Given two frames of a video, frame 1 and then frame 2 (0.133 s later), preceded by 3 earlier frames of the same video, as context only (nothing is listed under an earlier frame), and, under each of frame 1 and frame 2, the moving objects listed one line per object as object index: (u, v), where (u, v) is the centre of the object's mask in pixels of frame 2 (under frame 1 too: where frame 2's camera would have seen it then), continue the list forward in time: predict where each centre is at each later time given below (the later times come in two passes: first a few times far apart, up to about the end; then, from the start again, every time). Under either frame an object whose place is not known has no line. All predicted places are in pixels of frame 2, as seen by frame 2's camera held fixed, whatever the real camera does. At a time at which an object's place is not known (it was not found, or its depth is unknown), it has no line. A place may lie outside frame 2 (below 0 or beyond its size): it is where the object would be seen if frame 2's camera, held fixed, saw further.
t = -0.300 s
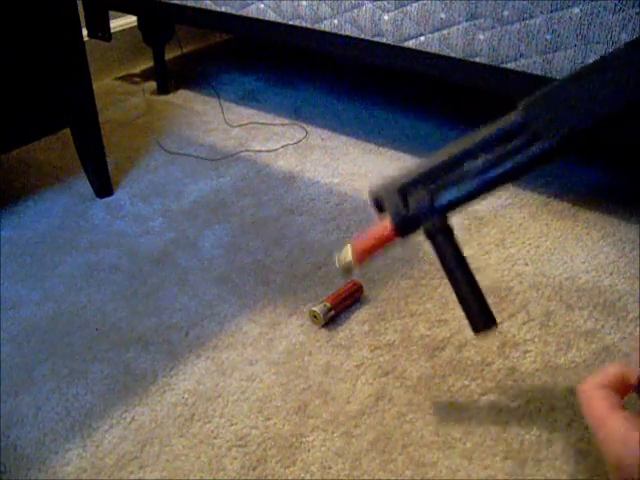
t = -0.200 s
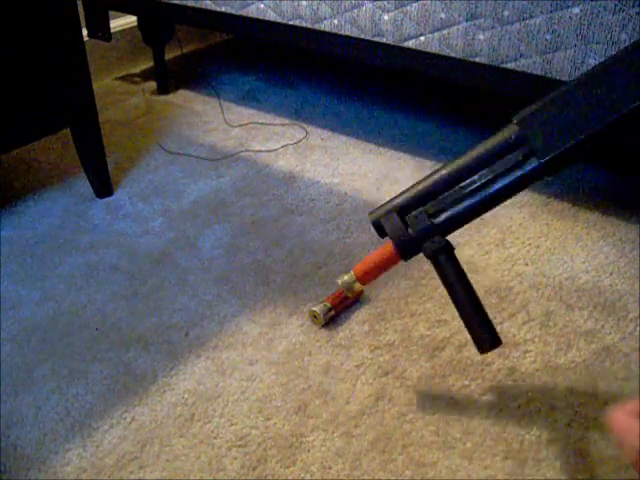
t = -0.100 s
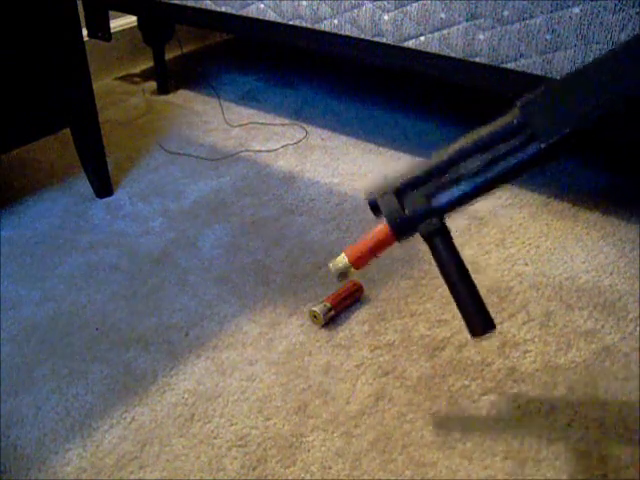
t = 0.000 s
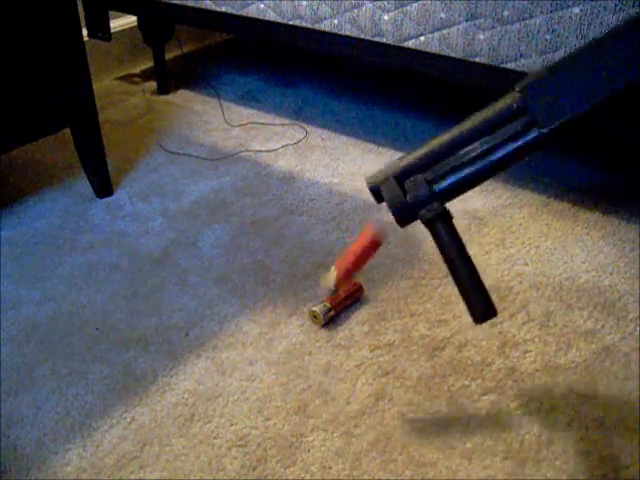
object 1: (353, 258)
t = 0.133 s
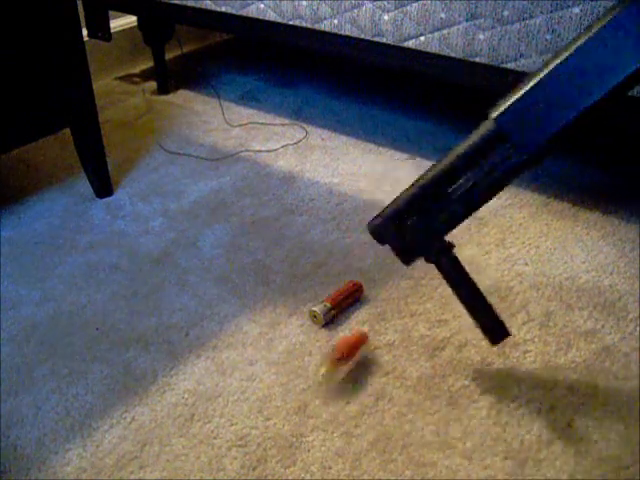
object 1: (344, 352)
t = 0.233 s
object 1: (357, 322)
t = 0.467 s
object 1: (334, 342)
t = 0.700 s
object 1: (334, 342)
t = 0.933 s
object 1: (334, 342)
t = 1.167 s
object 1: (334, 342)
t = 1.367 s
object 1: (334, 342)
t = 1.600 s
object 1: (334, 342)
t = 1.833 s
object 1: (334, 342)
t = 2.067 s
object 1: (334, 342)
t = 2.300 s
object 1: (334, 342)
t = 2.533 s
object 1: (334, 342)
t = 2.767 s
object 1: (334, 342)
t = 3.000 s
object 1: (334, 342)
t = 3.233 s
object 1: (334, 342)
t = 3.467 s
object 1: (334, 342)
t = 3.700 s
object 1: (334, 342)
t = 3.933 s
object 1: (334, 342)
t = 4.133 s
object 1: (334, 342)
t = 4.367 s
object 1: (334, 342)
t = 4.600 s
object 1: (334, 342)
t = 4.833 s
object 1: (334, 342)
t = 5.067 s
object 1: (334, 342)
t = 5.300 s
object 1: (334, 342)
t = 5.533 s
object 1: (334, 342)
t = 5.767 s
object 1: (334, 342)
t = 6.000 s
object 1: (334, 342)
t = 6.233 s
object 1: (334, 342)
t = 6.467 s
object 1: (334, 342)
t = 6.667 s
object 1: (334, 342)
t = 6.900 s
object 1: (334, 342)
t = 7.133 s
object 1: (334, 342)
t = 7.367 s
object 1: (334, 342)
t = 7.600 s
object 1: (334, 342)
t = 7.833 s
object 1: (334, 342)
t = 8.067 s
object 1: (334, 342)
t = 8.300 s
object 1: (334, 342)
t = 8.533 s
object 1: (334, 342)
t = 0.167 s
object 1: (351, 337)
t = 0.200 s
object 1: (352, 325)
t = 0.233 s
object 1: (357, 322)
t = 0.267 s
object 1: (356, 321)
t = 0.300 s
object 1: (352, 322)
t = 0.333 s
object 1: (350, 329)
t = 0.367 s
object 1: (340, 339)
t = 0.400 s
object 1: (338, 338)
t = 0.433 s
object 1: (334, 341)
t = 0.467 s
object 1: (334, 342)
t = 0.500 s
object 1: (334, 342)
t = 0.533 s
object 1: (334, 342)
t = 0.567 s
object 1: (334, 342)
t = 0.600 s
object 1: (334, 342)
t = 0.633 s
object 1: (334, 342)
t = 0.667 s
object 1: (334, 342)
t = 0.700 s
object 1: (334, 342)
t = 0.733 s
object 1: (334, 342)
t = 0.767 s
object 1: (334, 342)
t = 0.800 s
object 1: (334, 342)
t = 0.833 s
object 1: (334, 342)
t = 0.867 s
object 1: (334, 342)
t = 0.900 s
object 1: (334, 342)
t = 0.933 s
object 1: (334, 342)
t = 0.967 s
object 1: (334, 342)
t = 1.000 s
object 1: (334, 342)
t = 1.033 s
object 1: (334, 342)
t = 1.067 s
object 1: (334, 342)
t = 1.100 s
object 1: (334, 342)
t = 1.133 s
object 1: (334, 342)
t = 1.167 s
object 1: (334, 342)
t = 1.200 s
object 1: (334, 342)
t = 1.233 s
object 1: (334, 342)
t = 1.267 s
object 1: (334, 342)
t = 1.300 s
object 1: (334, 342)
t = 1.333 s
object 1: (334, 342)
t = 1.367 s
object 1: (334, 342)
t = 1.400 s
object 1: (334, 342)
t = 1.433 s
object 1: (334, 342)
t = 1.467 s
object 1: (334, 342)
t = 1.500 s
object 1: (334, 342)
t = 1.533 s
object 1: (334, 342)
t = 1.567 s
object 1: (334, 342)
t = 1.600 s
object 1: (334, 342)
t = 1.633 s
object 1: (334, 342)
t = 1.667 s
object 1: (334, 342)
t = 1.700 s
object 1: (334, 342)
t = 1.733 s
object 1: (334, 342)
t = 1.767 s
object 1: (334, 342)
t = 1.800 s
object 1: (334, 342)
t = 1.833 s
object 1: (334, 342)
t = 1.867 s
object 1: (334, 342)
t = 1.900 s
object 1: (334, 342)
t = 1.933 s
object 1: (334, 342)
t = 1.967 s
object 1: (334, 342)
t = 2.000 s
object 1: (334, 342)
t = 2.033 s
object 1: (334, 342)
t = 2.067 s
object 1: (334, 342)
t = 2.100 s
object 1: (334, 342)
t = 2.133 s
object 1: (334, 342)
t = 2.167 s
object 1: (334, 342)
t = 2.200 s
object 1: (334, 342)
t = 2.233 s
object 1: (334, 342)
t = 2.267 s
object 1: (334, 342)
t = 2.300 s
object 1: (334, 342)
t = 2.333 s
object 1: (334, 342)
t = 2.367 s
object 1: (334, 342)
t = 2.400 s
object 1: (334, 342)
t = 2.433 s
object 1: (334, 342)
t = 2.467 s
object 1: (334, 342)
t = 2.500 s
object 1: (334, 342)
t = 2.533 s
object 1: (334, 342)
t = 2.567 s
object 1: (334, 342)
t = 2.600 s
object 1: (334, 342)
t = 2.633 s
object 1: (334, 342)
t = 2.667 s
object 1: (334, 342)
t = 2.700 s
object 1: (334, 342)
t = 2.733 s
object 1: (334, 342)
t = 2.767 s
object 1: (334, 342)
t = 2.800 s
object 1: (334, 342)
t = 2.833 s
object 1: (334, 342)
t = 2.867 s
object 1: (334, 342)
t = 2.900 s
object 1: (334, 342)
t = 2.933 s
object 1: (334, 342)
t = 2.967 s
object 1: (334, 342)
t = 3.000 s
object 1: (334, 342)
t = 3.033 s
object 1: (334, 342)
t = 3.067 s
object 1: (334, 342)
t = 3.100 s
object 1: (334, 342)
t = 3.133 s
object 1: (334, 342)
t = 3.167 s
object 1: (334, 342)
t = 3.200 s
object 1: (334, 342)
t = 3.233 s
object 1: (334, 342)
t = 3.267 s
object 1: (334, 342)
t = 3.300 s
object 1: (334, 342)
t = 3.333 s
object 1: (334, 342)
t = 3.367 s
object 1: (334, 342)
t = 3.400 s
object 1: (334, 342)
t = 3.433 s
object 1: (334, 342)
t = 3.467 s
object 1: (334, 342)
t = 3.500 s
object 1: (334, 342)
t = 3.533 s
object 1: (334, 342)
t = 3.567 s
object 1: (334, 342)
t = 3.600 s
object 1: (334, 342)
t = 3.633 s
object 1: (334, 342)
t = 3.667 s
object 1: (334, 342)
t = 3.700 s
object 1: (334, 342)
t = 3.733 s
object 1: (334, 342)
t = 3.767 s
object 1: (334, 342)
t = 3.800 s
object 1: (334, 342)
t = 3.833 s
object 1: (334, 342)
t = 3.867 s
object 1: (334, 342)
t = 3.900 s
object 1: (334, 342)
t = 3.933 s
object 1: (334, 342)
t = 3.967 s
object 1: (334, 342)
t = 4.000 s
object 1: (334, 342)
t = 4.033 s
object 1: (334, 342)
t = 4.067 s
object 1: (334, 342)
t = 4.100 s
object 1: (334, 342)
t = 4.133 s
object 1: (334, 342)
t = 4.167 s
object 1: (334, 342)
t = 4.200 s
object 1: (334, 342)
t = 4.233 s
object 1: (334, 342)
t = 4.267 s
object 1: (334, 342)
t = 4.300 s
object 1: (334, 342)
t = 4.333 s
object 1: (334, 342)
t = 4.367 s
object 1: (334, 342)
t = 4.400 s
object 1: (334, 342)
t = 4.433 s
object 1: (334, 342)
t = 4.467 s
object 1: (334, 342)
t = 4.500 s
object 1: (334, 342)
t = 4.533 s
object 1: (334, 342)
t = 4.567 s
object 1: (334, 342)
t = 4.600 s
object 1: (334, 342)
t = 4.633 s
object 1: (334, 342)
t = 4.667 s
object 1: (334, 342)
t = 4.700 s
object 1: (334, 342)
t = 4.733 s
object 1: (334, 342)
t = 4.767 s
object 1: (334, 342)
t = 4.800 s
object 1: (334, 342)
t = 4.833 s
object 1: (334, 342)
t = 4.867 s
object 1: (334, 342)
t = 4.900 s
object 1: (334, 342)
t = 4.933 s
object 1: (334, 342)
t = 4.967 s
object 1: (334, 342)
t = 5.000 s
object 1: (334, 342)
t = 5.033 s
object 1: (334, 342)
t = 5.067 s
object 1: (334, 342)
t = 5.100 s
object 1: (334, 342)
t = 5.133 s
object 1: (334, 342)
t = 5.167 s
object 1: (334, 342)
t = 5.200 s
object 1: (334, 342)
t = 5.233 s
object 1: (334, 342)
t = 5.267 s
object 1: (334, 342)
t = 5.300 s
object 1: (334, 342)
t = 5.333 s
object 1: (334, 342)
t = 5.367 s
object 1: (334, 342)
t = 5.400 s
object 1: (334, 342)
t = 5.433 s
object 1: (334, 342)
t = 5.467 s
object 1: (334, 342)
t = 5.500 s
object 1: (334, 342)
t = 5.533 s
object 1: (334, 342)
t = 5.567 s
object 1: (334, 342)
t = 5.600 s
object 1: (334, 342)
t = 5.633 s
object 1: (334, 342)
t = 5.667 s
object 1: (334, 342)
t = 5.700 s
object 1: (334, 342)
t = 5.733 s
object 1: (334, 342)
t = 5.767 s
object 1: (334, 342)
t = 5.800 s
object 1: (334, 342)
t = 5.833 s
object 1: (334, 342)
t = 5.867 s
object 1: (334, 342)
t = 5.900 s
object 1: (334, 342)
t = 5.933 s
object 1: (334, 342)
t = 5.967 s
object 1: (334, 342)
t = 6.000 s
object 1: (334, 342)
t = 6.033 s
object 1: (334, 342)
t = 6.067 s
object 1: (334, 342)
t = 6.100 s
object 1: (334, 342)
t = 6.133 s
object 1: (334, 342)
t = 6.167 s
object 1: (334, 342)
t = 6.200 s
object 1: (334, 342)
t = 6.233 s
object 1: (334, 342)
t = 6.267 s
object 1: (334, 342)
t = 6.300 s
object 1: (334, 342)
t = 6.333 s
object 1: (334, 342)
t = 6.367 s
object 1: (334, 342)
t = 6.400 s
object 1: (334, 342)
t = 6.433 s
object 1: (334, 342)
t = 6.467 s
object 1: (334, 342)
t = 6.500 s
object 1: (334, 342)
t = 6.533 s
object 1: (334, 342)
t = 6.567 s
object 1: (334, 342)
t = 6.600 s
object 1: (334, 342)
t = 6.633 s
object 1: (334, 342)
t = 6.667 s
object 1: (334, 342)
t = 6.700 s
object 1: (334, 342)
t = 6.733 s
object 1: (334, 342)
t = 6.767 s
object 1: (334, 342)
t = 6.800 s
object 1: (334, 342)
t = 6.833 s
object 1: (334, 342)
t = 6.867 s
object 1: (334, 342)
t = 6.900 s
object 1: (334, 342)
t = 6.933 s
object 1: (334, 342)
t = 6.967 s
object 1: (334, 342)
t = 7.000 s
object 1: (334, 342)
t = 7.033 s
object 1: (334, 342)
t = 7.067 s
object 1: (334, 342)
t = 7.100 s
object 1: (334, 342)
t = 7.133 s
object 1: (334, 342)
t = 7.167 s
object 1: (334, 342)
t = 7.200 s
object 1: (334, 342)
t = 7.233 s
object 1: (334, 342)
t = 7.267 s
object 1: (334, 342)
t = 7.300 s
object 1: (334, 342)
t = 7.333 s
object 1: (334, 342)
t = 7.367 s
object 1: (334, 342)
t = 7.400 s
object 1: (334, 342)
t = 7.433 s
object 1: (334, 342)
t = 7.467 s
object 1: (334, 342)
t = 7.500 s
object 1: (334, 342)
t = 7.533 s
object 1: (334, 342)
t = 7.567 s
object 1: (334, 342)
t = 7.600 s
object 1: (334, 342)
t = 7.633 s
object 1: (334, 342)
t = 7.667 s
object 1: (334, 342)
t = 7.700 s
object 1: (334, 342)
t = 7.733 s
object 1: (334, 342)
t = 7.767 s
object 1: (334, 342)
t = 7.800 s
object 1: (334, 342)
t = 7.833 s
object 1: (334, 342)
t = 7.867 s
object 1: (334, 342)
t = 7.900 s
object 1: (334, 342)
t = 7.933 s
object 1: (334, 342)
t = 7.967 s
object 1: (334, 342)
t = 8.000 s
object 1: (334, 342)
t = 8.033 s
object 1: (334, 342)
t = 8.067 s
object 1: (334, 342)
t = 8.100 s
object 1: (334, 342)
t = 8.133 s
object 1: (334, 342)
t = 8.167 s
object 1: (334, 342)
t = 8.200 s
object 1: (334, 342)
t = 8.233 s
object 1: (334, 342)
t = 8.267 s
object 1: (334, 342)
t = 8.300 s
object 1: (334, 342)
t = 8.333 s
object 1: (334, 342)
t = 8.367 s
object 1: (334, 342)
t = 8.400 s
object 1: (334, 342)
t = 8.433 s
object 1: (334, 342)
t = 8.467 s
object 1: (334, 342)
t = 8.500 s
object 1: (334, 342)
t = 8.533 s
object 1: (334, 342)
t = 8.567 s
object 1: (334, 342)
